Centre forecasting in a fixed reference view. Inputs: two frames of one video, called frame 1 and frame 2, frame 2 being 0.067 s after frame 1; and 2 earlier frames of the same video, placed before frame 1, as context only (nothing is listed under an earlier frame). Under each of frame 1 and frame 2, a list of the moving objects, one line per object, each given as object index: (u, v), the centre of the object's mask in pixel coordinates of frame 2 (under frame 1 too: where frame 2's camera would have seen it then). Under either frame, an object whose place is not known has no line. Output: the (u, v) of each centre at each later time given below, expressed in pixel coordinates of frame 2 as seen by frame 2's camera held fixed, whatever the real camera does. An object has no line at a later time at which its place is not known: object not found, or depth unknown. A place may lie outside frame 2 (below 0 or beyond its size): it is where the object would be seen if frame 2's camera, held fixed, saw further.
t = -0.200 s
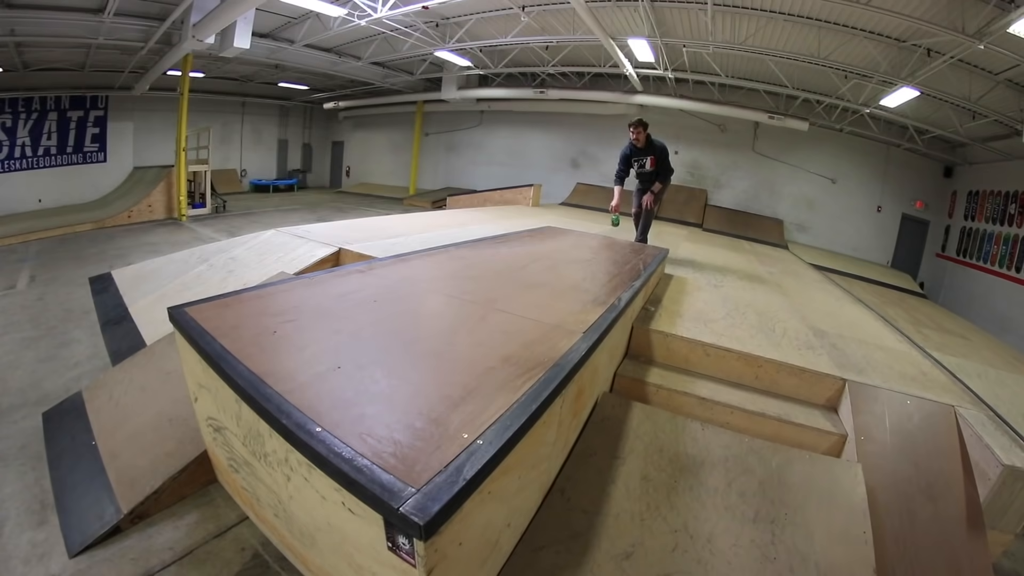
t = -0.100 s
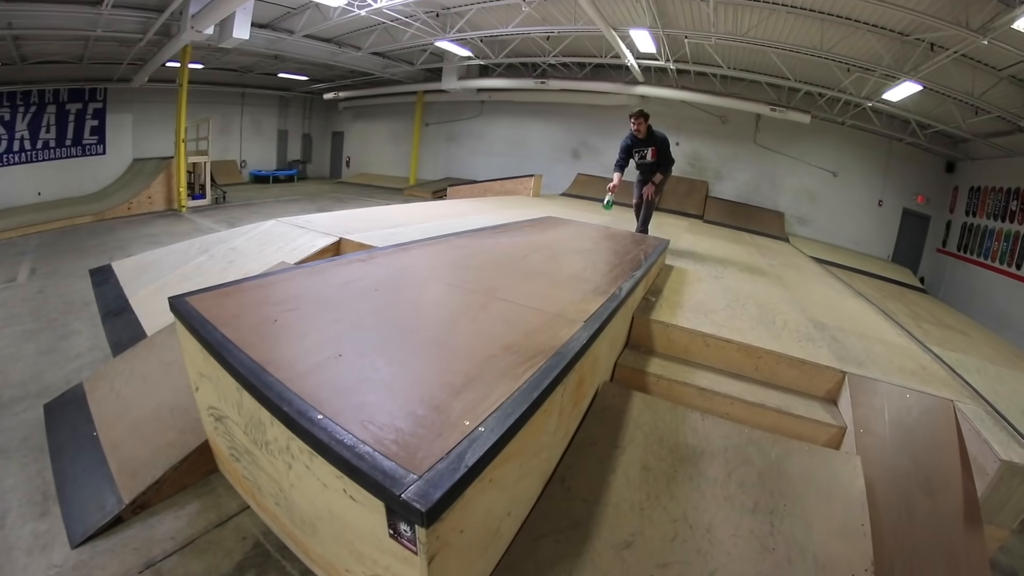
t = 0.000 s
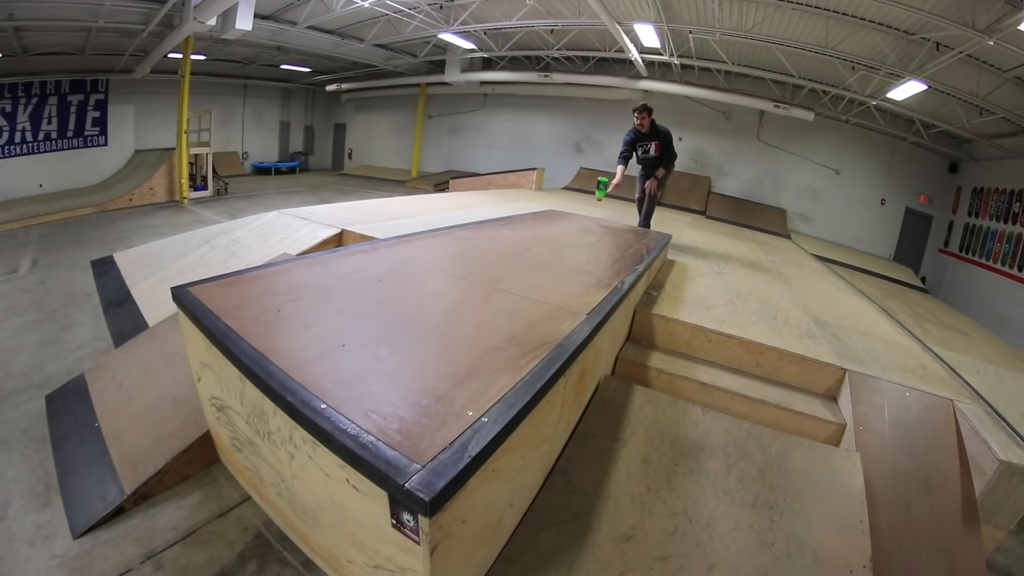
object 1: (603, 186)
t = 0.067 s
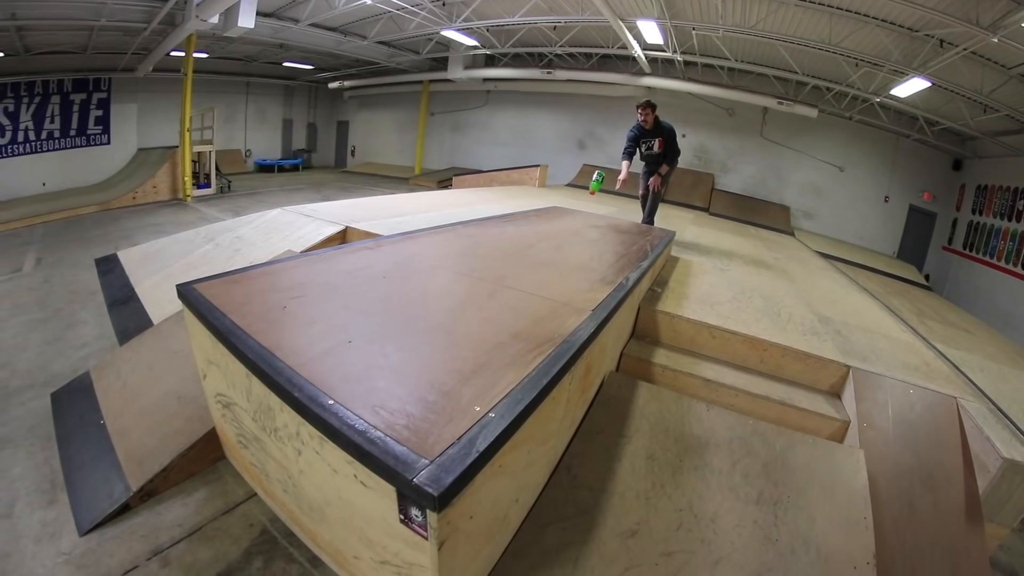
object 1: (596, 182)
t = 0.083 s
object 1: (595, 182)
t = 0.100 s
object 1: (593, 182)
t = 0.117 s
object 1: (591, 182)
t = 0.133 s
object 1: (589, 184)
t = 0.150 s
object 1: (587, 185)
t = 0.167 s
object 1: (584, 188)
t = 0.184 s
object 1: (582, 190)
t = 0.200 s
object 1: (578, 194)
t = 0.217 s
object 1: (574, 198)
